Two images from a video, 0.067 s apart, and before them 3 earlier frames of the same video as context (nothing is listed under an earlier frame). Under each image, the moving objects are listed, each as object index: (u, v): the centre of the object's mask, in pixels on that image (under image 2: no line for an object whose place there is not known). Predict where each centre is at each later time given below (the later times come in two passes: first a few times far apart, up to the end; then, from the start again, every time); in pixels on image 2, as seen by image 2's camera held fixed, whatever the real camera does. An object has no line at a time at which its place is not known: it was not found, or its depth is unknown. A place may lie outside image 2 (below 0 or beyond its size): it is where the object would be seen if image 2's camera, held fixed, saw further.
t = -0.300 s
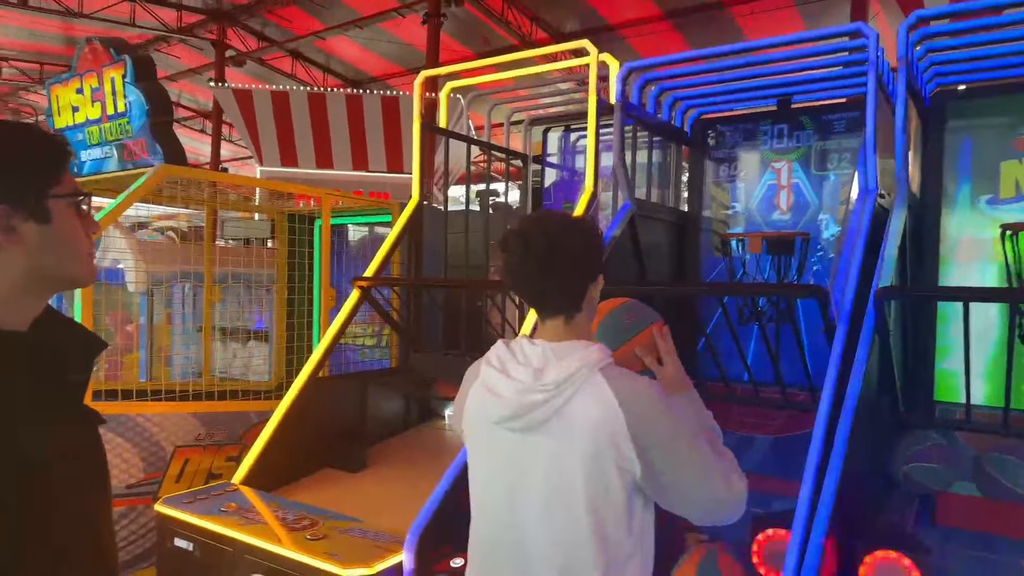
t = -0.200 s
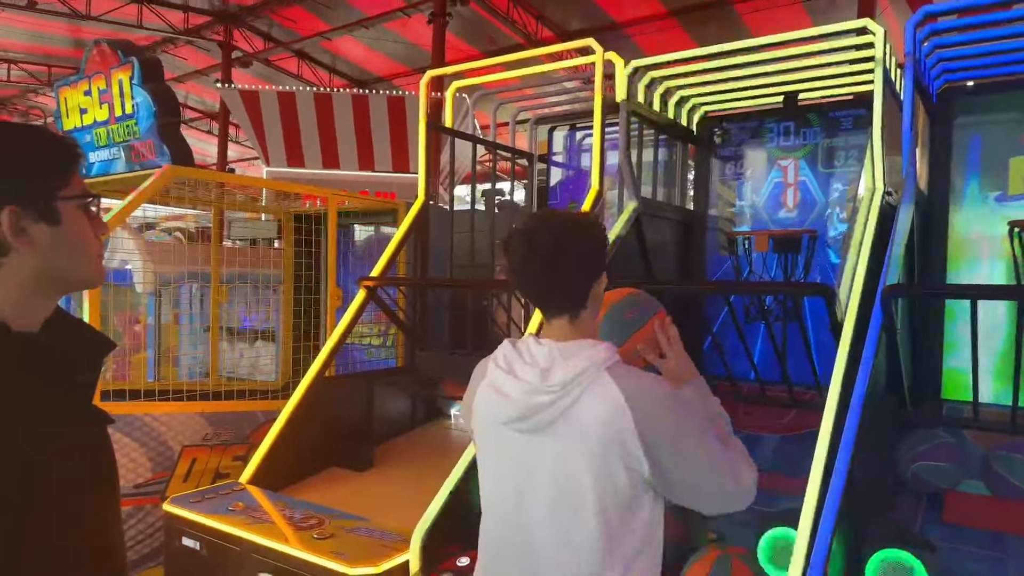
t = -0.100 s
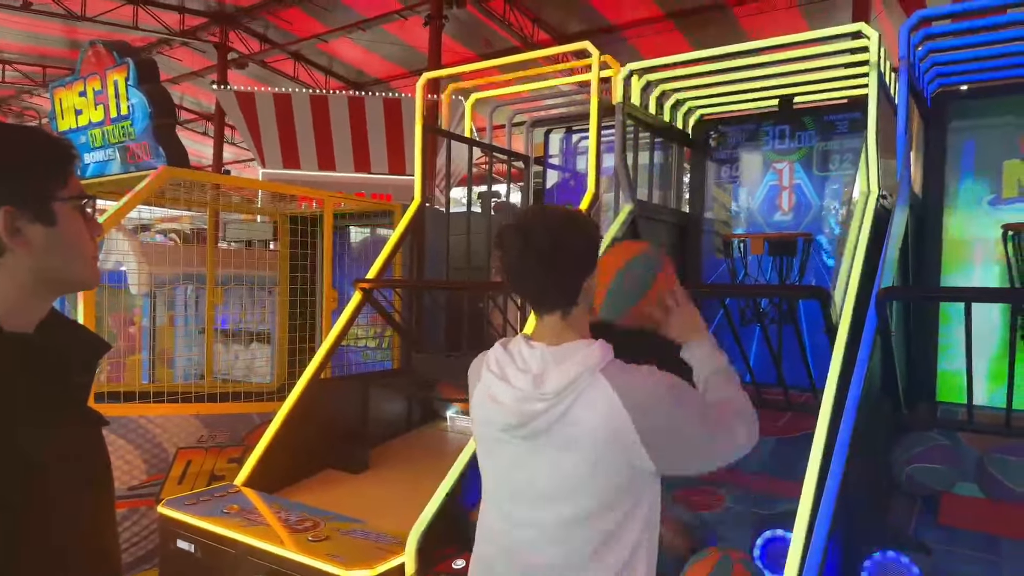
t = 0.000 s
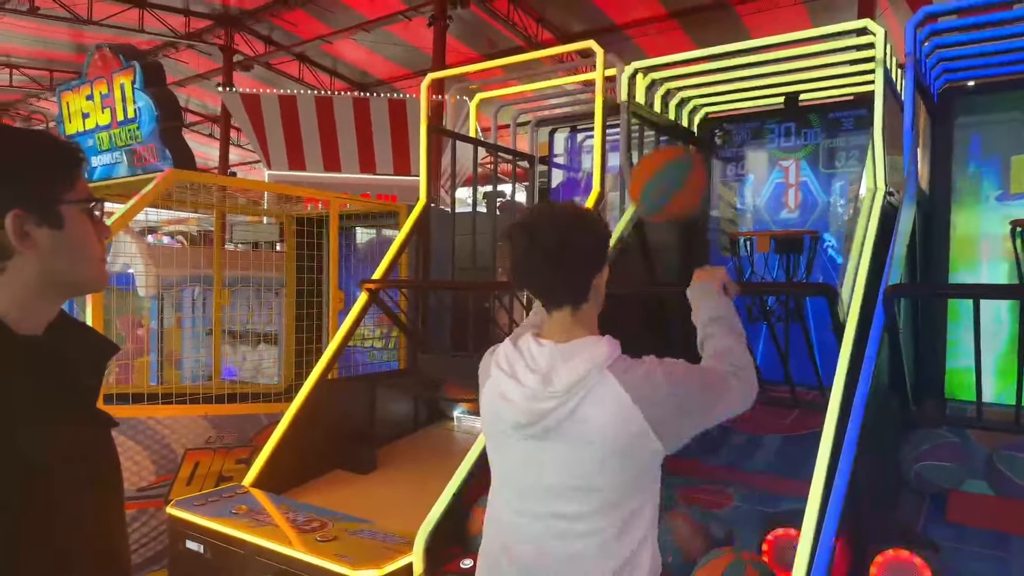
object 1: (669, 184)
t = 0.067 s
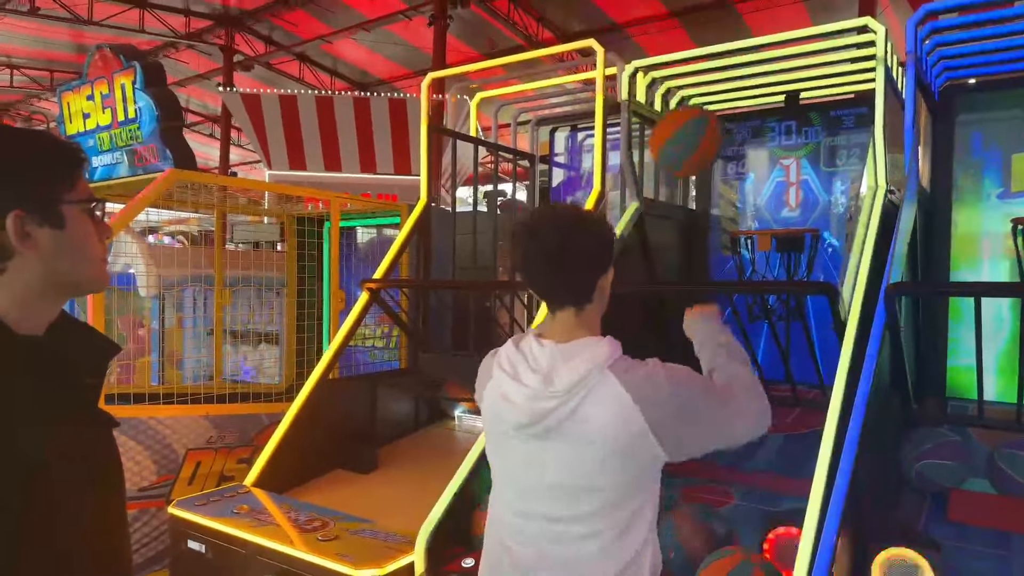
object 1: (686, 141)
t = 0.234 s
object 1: (718, 113)
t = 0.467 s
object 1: (744, 186)
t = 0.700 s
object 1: (807, 204)
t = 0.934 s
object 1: (846, 232)
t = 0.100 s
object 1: (694, 128)
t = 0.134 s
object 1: (701, 119)
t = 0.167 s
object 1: (707, 114)
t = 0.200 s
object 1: (712, 111)
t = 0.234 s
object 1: (718, 113)
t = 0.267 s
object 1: (722, 116)
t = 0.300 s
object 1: (728, 122)
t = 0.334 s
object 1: (730, 131)
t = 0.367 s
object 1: (734, 141)
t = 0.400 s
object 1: (739, 154)
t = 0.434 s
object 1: (741, 169)
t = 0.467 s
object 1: (744, 186)
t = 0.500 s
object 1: (746, 203)
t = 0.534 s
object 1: (751, 214)
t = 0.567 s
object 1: (762, 211)
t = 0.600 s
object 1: (773, 214)
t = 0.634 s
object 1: (786, 210)
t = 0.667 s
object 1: (796, 207)
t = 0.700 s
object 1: (807, 204)
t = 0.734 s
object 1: (817, 202)
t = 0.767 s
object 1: (827, 202)
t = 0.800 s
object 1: (835, 205)
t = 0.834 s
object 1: (839, 209)
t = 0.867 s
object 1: (843, 216)
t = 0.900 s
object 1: (847, 225)
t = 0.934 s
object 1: (846, 232)
